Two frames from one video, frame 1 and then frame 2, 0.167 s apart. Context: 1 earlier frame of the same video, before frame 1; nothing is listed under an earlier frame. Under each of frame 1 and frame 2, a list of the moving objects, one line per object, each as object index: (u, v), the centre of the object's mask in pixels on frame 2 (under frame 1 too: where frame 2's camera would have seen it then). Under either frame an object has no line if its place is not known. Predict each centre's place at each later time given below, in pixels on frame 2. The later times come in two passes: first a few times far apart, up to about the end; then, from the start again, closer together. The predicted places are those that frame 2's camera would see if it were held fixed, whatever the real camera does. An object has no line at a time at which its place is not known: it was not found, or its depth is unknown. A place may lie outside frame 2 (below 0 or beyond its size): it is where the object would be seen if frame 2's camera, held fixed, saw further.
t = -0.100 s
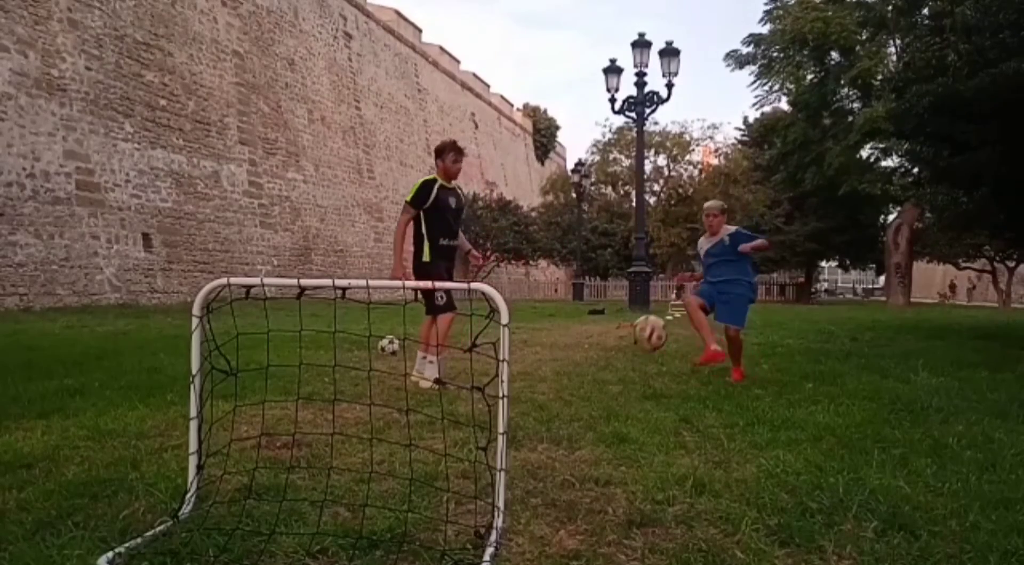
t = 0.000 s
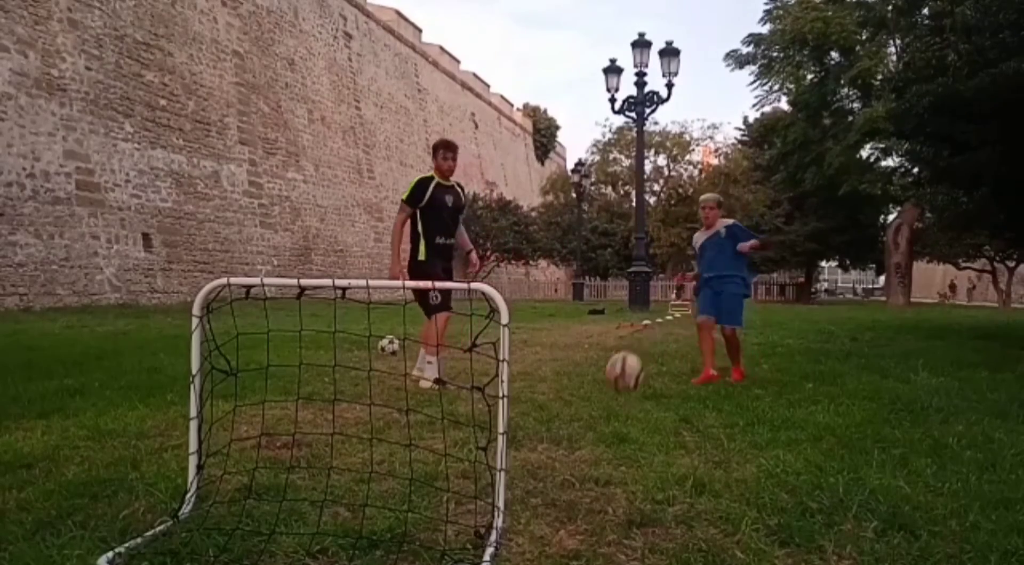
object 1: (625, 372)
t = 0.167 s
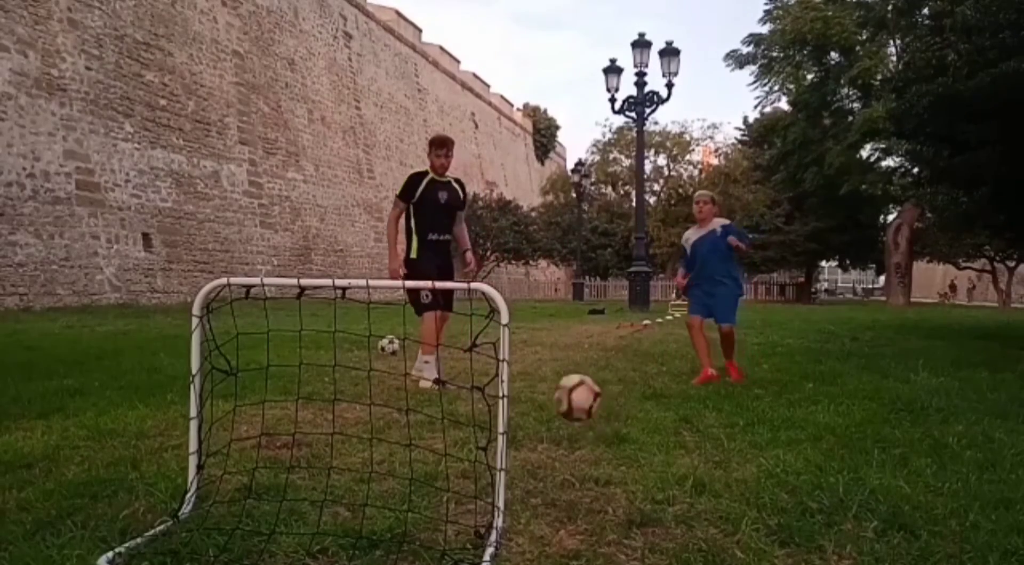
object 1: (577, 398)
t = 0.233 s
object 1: (556, 390)
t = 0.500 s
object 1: (423, 500)
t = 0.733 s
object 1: (315, 517)
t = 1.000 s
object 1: (286, 507)
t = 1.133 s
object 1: (285, 502)
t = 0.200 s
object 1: (566, 392)
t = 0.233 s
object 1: (556, 390)
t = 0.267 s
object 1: (544, 388)
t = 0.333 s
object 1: (524, 401)
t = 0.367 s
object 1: (501, 406)
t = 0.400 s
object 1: (479, 427)
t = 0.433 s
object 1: (465, 450)
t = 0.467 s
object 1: (445, 481)
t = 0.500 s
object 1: (423, 500)
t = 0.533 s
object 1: (399, 501)
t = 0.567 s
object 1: (375, 507)
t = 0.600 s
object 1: (354, 523)
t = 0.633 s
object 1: (340, 520)
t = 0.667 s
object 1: (329, 515)
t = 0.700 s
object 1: (320, 515)
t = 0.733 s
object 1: (315, 517)
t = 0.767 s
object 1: (310, 516)
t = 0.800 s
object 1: (304, 514)
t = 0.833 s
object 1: (299, 512)
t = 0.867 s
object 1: (295, 512)
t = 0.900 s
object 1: (292, 510)
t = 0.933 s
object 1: (289, 510)
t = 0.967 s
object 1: (287, 508)
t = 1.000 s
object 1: (286, 507)
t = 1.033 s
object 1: (284, 506)
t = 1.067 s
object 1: (284, 504)
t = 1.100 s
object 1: (284, 503)
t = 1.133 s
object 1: (285, 502)
